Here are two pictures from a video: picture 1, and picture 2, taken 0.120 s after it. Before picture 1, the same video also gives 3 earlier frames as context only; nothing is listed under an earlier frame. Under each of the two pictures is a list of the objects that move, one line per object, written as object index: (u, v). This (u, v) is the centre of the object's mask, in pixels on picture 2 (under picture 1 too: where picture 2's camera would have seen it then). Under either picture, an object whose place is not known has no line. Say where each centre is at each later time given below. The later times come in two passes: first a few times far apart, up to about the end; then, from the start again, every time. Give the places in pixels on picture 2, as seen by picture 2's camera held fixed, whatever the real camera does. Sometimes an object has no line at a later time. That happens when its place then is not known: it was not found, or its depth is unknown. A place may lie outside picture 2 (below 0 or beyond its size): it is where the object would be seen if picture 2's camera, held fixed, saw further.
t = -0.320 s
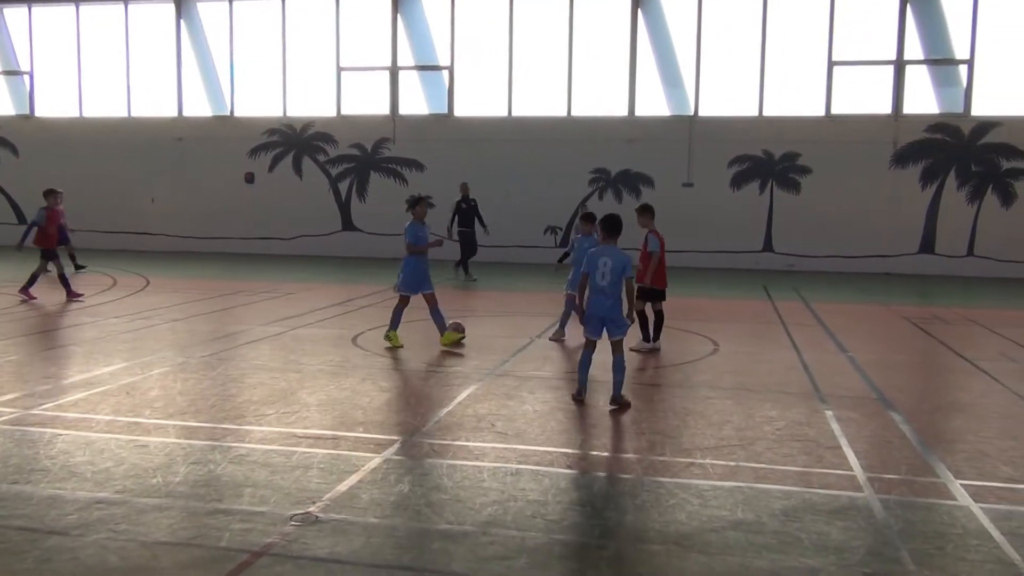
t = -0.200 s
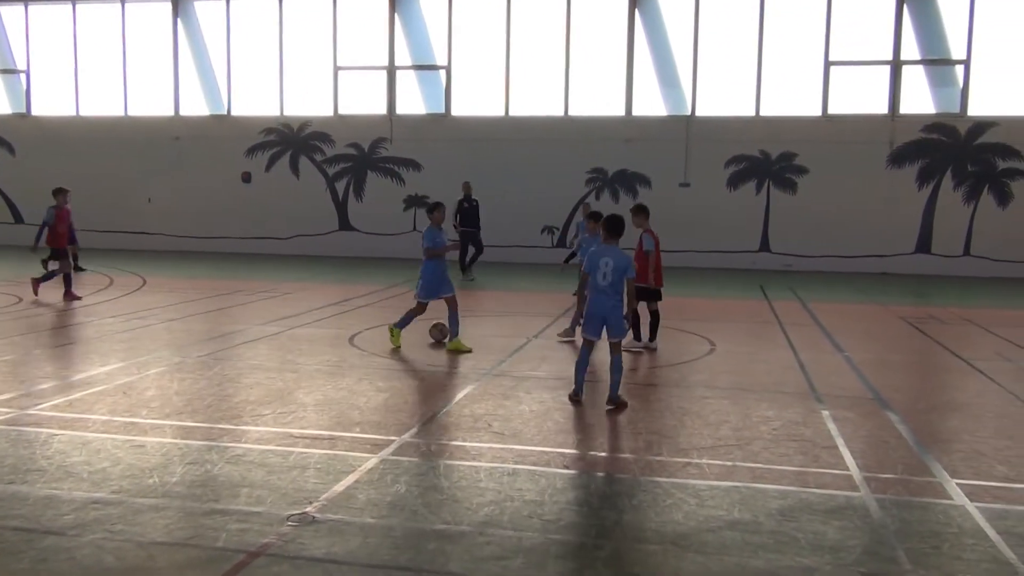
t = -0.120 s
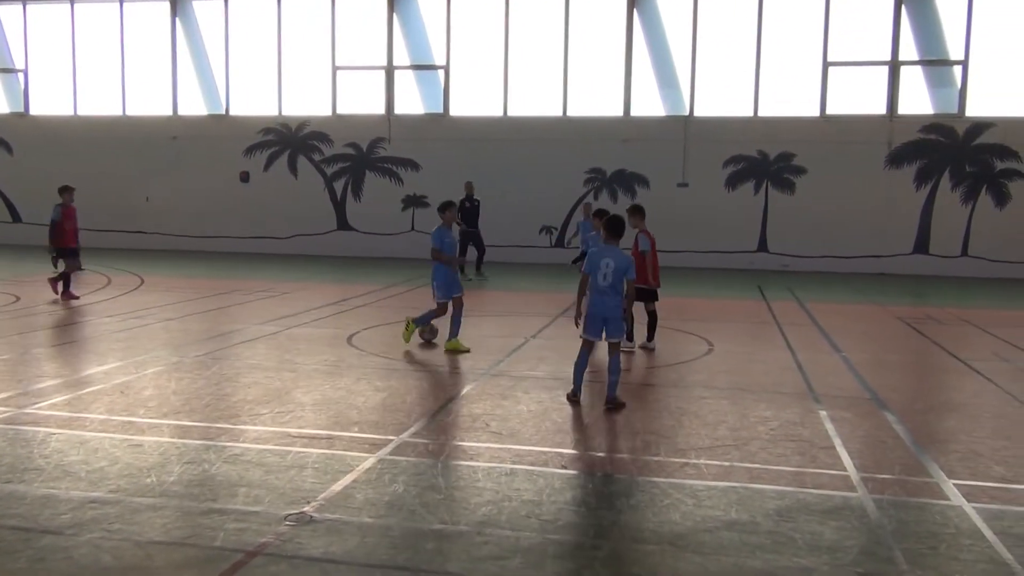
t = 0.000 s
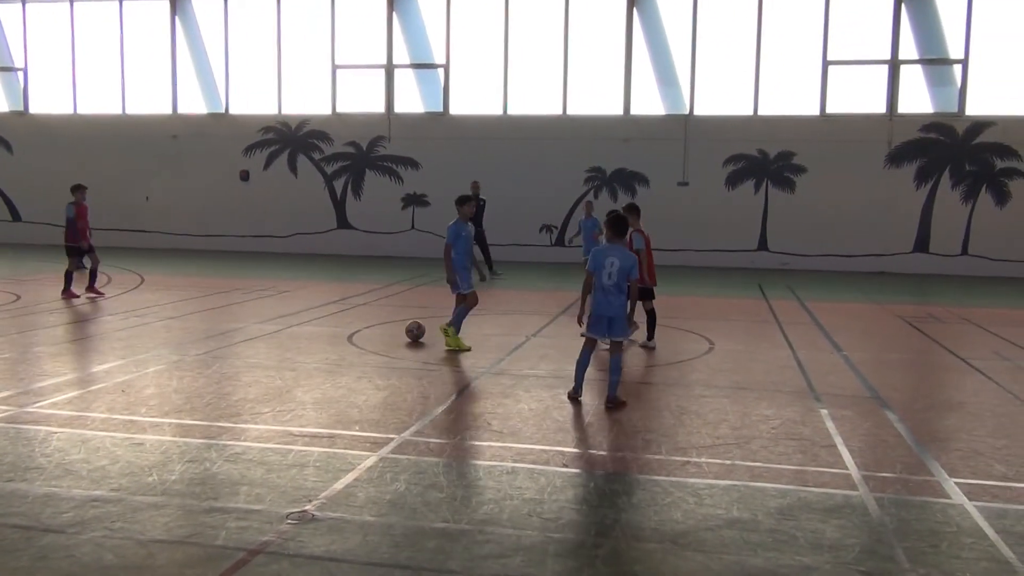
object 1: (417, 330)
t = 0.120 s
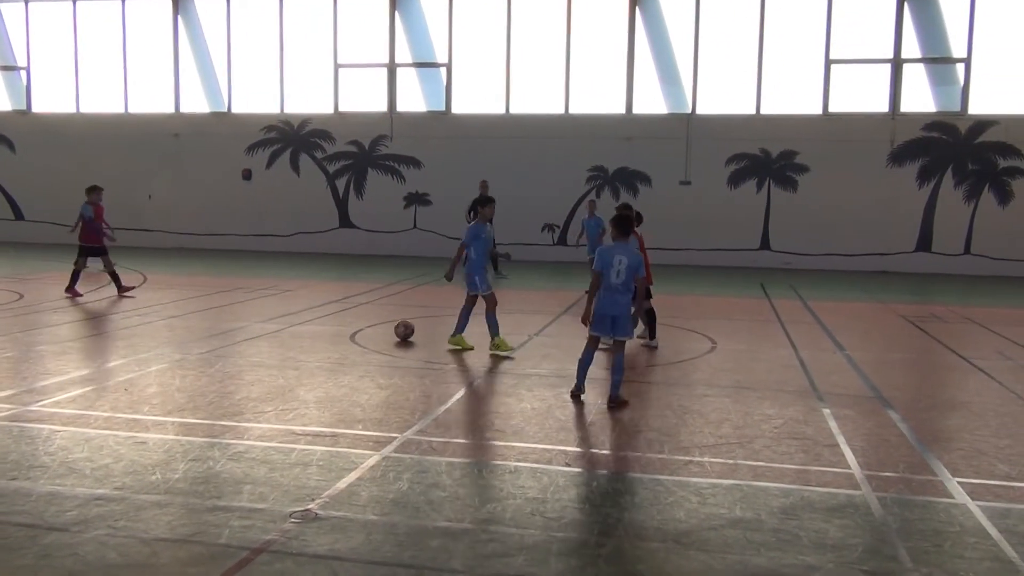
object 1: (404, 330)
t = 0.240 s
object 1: (391, 331)
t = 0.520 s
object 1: (360, 332)
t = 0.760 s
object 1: (335, 333)
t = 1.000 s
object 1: (309, 334)
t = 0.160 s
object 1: (400, 330)
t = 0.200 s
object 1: (395, 330)
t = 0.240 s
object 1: (391, 331)
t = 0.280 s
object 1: (387, 331)
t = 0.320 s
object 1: (383, 331)
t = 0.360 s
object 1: (378, 331)
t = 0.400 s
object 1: (374, 331)
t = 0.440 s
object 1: (370, 331)
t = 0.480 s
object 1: (365, 332)
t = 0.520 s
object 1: (360, 332)
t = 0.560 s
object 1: (356, 332)
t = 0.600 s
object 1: (352, 332)
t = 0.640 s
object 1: (348, 332)
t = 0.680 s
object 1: (343, 332)
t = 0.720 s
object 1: (339, 332)
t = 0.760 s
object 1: (335, 333)
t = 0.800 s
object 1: (330, 333)
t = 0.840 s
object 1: (326, 333)
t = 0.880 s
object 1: (322, 333)
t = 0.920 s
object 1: (317, 333)
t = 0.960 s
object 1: (313, 333)
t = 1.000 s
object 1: (309, 334)
